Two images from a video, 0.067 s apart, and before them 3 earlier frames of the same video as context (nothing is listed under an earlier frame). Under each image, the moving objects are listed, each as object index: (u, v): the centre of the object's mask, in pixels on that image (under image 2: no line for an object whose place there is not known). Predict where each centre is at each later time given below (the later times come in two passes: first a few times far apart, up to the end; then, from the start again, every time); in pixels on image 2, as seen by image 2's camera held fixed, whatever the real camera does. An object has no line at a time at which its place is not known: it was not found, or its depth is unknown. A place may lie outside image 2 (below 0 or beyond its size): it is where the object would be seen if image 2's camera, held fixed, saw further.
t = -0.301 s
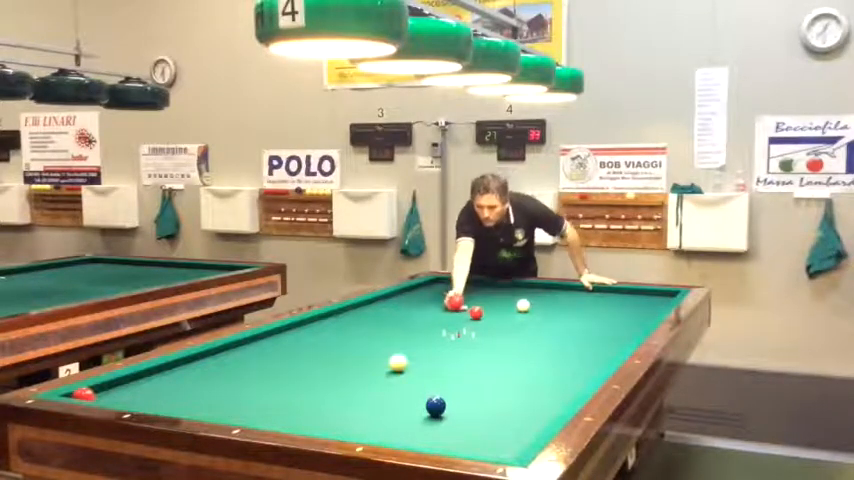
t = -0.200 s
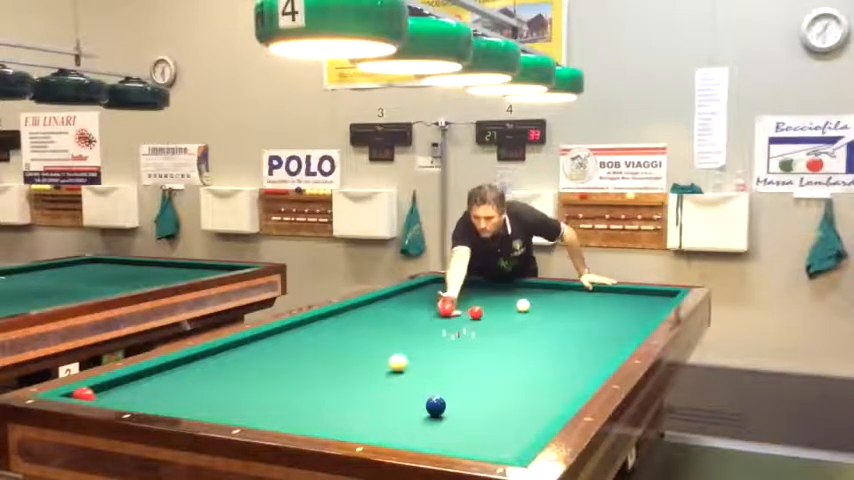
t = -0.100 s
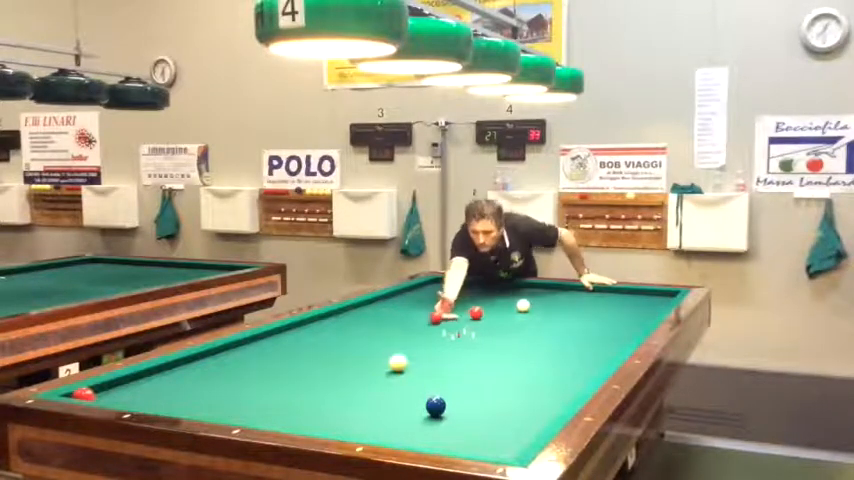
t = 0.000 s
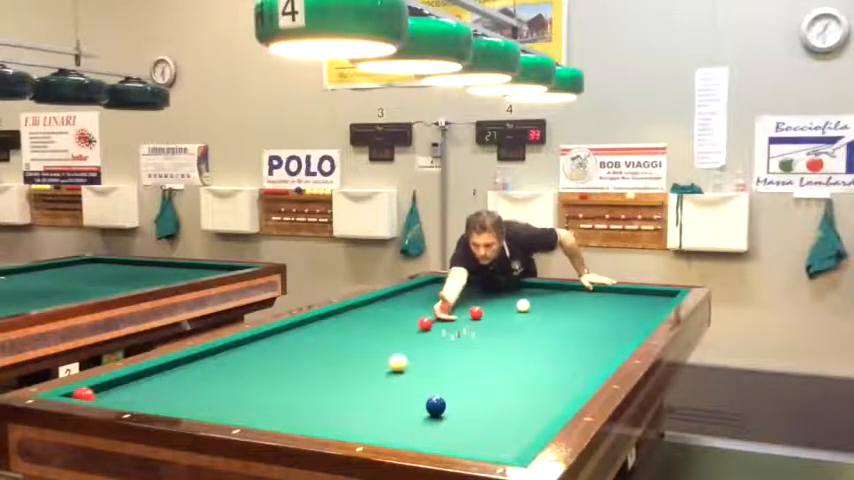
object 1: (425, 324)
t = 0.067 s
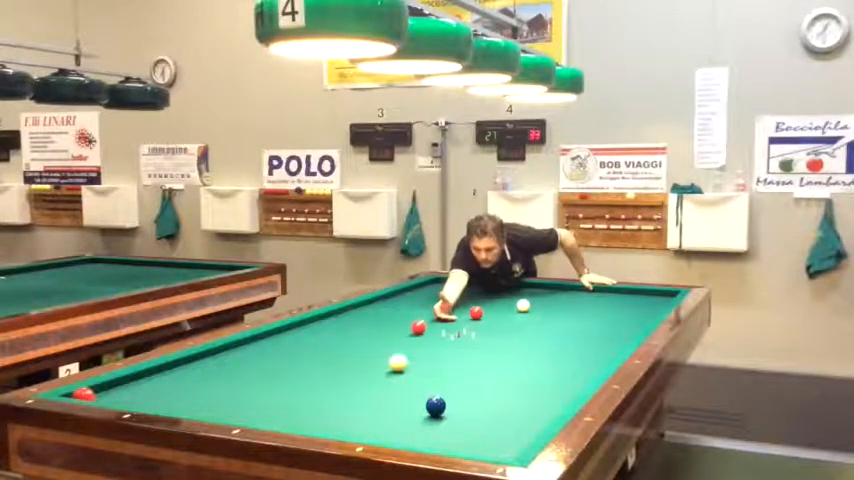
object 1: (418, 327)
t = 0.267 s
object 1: (396, 339)
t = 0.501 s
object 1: (366, 356)
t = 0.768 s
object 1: (325, 379)
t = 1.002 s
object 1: (281, 405)
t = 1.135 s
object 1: (254, 416)
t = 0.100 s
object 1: (415, 329)
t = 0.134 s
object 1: (411, 331)
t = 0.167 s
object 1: (407, 333)
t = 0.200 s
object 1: (404, 335)
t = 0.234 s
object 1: (400, 337)
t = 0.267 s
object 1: (396, 339)
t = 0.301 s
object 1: (392, 342)
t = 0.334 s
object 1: (388, 344)
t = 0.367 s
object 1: (384, 346)
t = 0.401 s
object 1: (380, 348)
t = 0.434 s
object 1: (376, 351)
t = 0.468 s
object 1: (371, 354)
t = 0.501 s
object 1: (366, 356)
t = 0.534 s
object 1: (362, 359)
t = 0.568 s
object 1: (357, 361)
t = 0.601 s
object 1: (352, 364)
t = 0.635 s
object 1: (347, 367)
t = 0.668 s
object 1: (342, 370)
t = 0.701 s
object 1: (337, 373)
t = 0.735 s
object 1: (331, 376)
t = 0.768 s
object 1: (325, 379)
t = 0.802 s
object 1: (320, 382)
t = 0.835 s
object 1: (314, 386)
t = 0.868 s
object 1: (308, 389)
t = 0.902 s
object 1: (301, 393)
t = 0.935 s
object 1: (295, 397)
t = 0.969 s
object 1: (288, 400)
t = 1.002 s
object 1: (281, 405)
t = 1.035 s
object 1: (273, 409)
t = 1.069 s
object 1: (267, 412)
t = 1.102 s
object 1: (259, 415)
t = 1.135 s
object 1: (254, 416)
